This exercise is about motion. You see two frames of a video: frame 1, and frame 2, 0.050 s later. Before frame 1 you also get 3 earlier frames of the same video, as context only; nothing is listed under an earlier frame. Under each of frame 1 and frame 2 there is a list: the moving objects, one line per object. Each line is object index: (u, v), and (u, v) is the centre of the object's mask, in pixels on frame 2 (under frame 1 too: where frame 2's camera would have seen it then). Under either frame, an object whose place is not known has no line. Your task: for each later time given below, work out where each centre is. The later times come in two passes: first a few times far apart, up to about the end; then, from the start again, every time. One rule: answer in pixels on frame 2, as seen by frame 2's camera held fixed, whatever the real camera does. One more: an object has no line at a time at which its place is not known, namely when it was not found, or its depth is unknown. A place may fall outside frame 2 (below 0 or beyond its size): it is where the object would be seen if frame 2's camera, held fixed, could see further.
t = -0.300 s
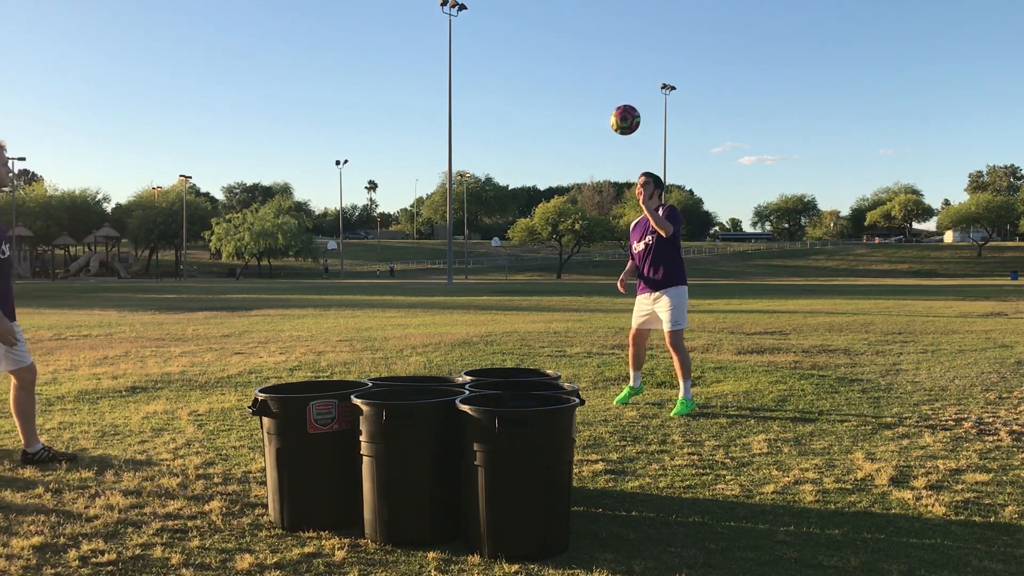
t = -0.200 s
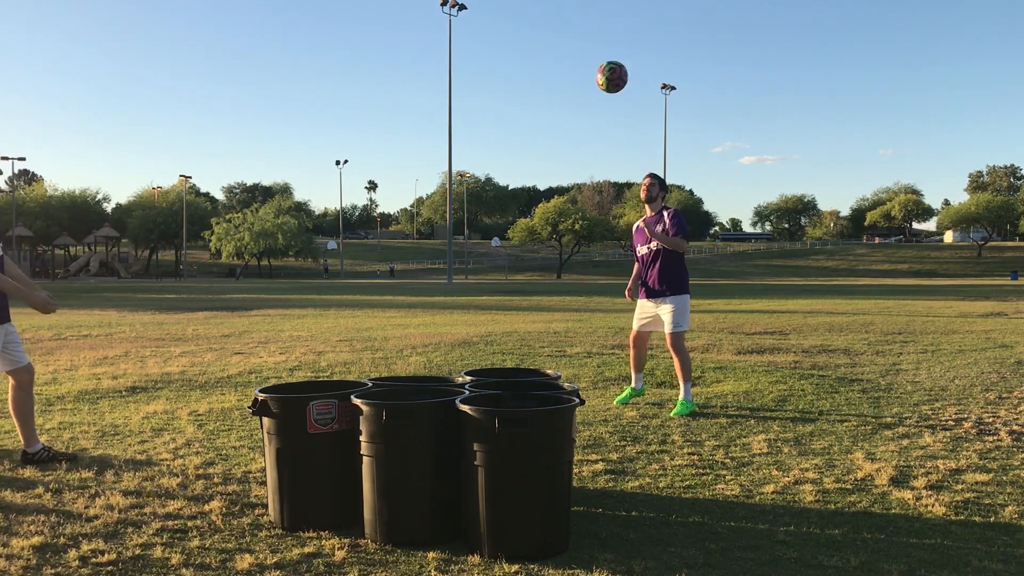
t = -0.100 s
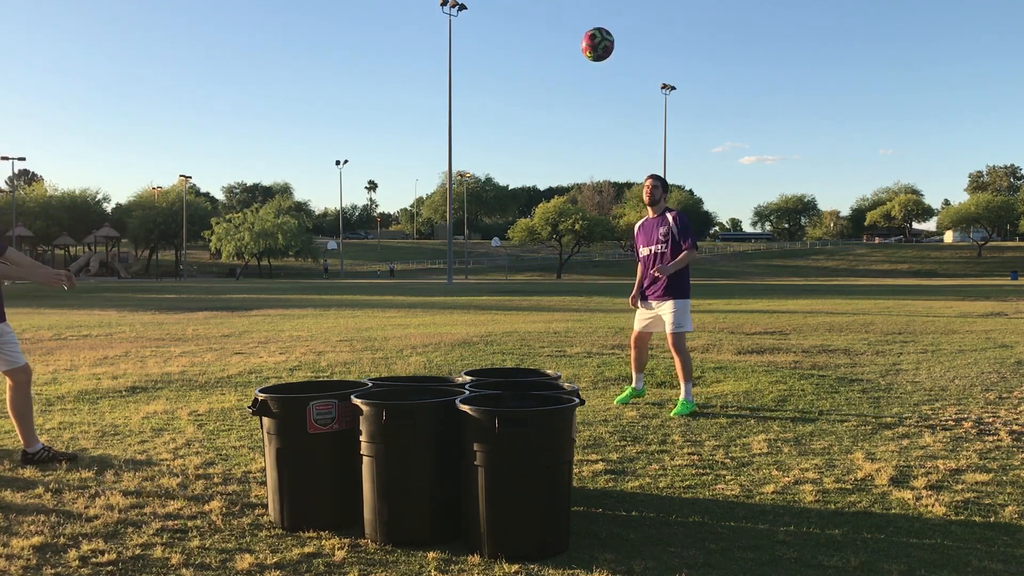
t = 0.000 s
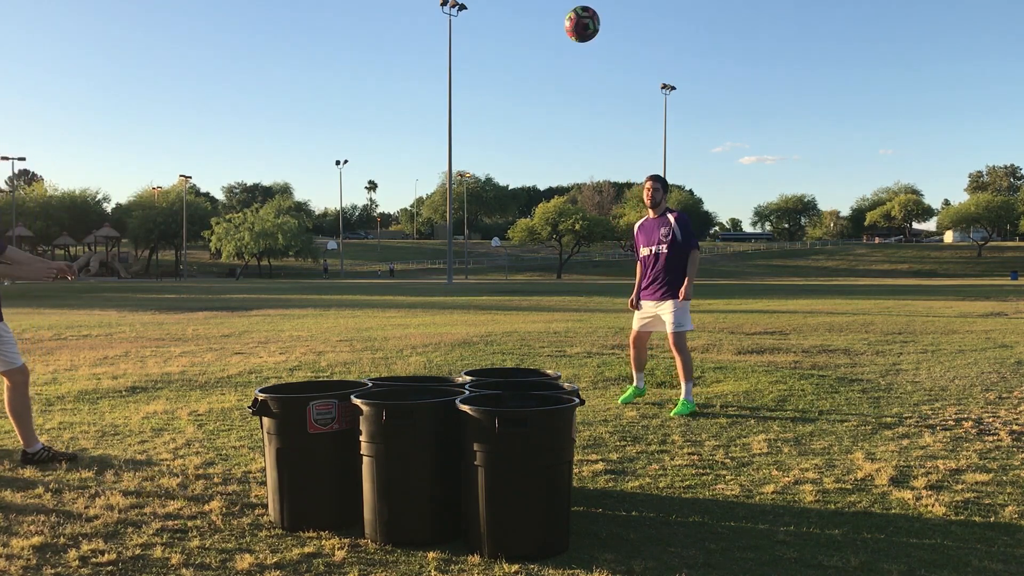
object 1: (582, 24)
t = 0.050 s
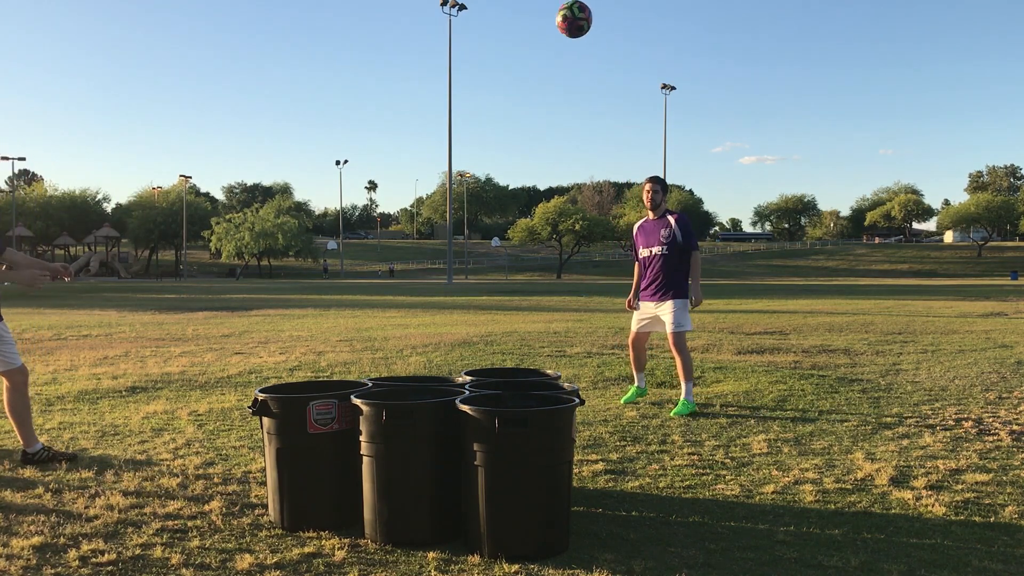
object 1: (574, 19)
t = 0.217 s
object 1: (543, 33)
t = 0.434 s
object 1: (494, 142)
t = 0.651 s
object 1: (427, 387)
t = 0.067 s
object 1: (571, 18)
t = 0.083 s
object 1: (568, 18)
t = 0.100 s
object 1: (566, 18)
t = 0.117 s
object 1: (563, 19)
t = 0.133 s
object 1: (559, 20)
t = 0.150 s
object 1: (556, 21)
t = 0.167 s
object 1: (553, 24)
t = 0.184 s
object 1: (550, 26)
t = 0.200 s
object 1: (547, 29)
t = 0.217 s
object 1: (543, 33)
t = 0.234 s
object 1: (540, 37)
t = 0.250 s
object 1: (537, 42)
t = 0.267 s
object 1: (533, 48)
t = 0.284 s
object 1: (529, 54)
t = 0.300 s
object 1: (526, 61)
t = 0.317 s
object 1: (522, 68)
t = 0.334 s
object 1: (518, 77)
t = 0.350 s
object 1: (514, 86)
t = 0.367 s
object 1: (511, 95)
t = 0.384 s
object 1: (507, 106)
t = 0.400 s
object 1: (503, 117)
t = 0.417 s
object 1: (498, 129)
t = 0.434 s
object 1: (494, 142)
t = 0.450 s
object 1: (490, 155)
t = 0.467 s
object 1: (485, 169)
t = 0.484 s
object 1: (480, 185)
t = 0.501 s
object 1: (476, 202)
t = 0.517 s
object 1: (471, 219)
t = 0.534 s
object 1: (466, 237)
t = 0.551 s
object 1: (461, 257)
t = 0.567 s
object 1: (456, 277)
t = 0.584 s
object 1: (451, 299)
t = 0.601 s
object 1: (445, 322)
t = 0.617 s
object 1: (439, 346)
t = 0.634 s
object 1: (434, 372)
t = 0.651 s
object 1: (427, 387)
